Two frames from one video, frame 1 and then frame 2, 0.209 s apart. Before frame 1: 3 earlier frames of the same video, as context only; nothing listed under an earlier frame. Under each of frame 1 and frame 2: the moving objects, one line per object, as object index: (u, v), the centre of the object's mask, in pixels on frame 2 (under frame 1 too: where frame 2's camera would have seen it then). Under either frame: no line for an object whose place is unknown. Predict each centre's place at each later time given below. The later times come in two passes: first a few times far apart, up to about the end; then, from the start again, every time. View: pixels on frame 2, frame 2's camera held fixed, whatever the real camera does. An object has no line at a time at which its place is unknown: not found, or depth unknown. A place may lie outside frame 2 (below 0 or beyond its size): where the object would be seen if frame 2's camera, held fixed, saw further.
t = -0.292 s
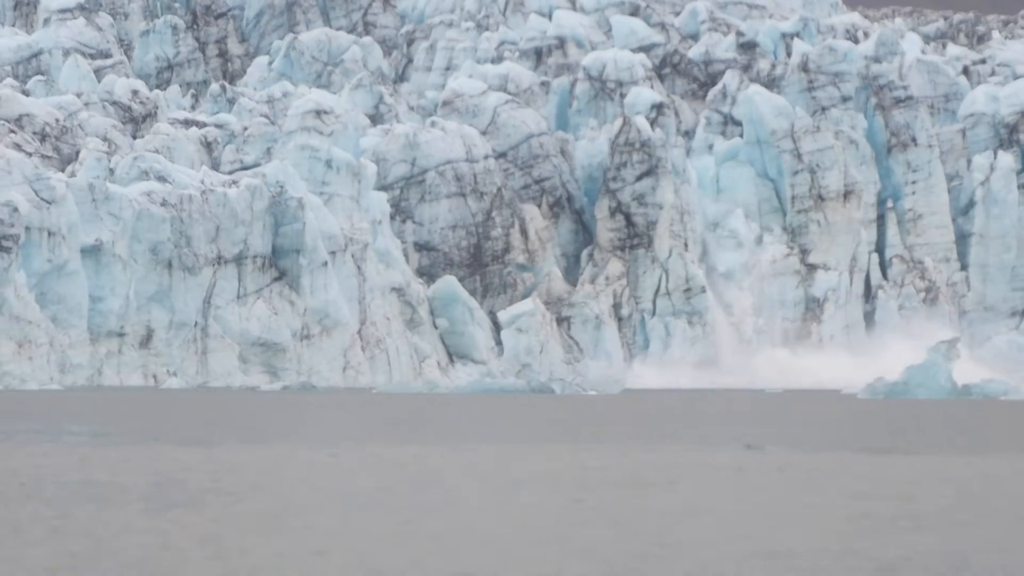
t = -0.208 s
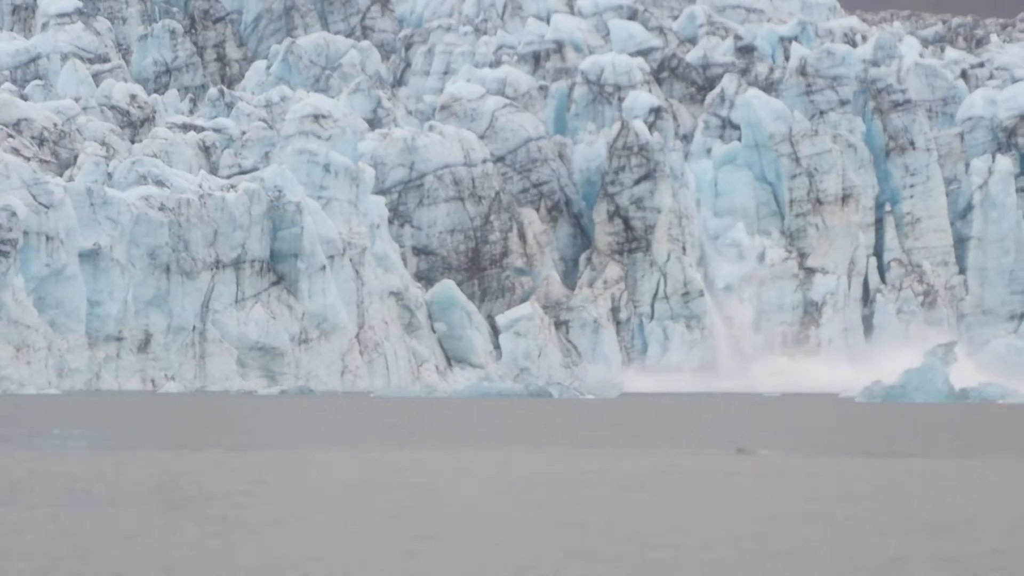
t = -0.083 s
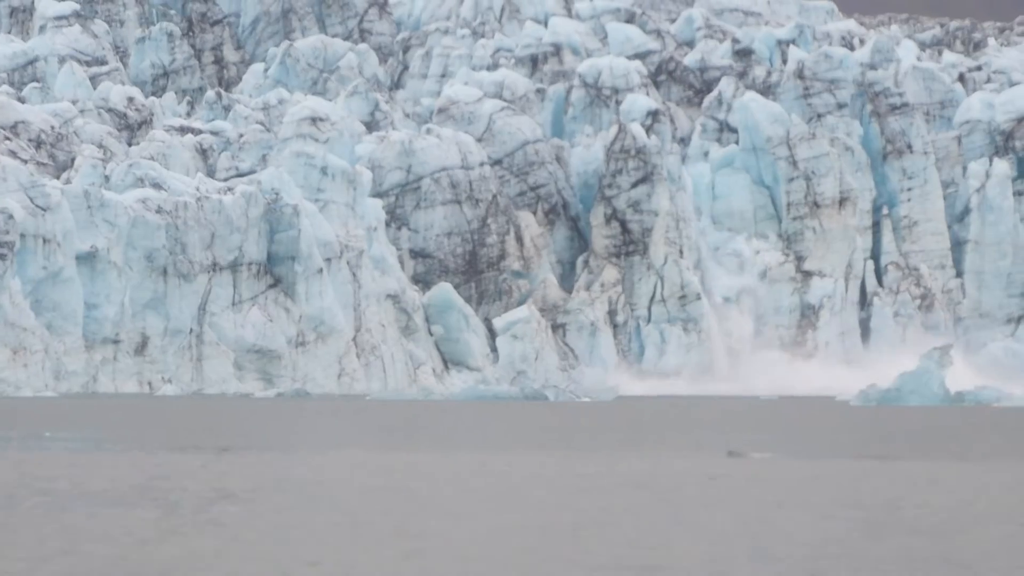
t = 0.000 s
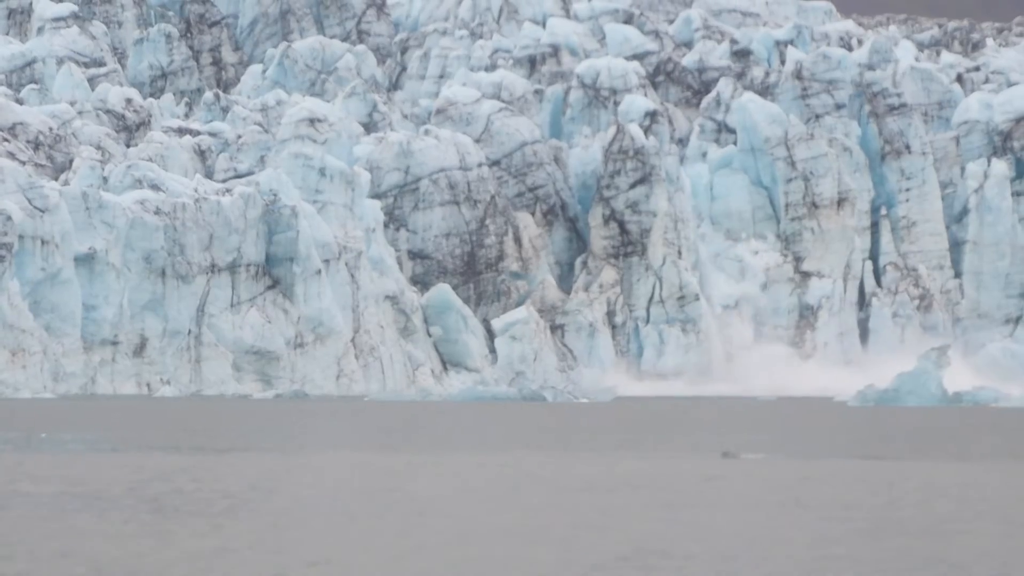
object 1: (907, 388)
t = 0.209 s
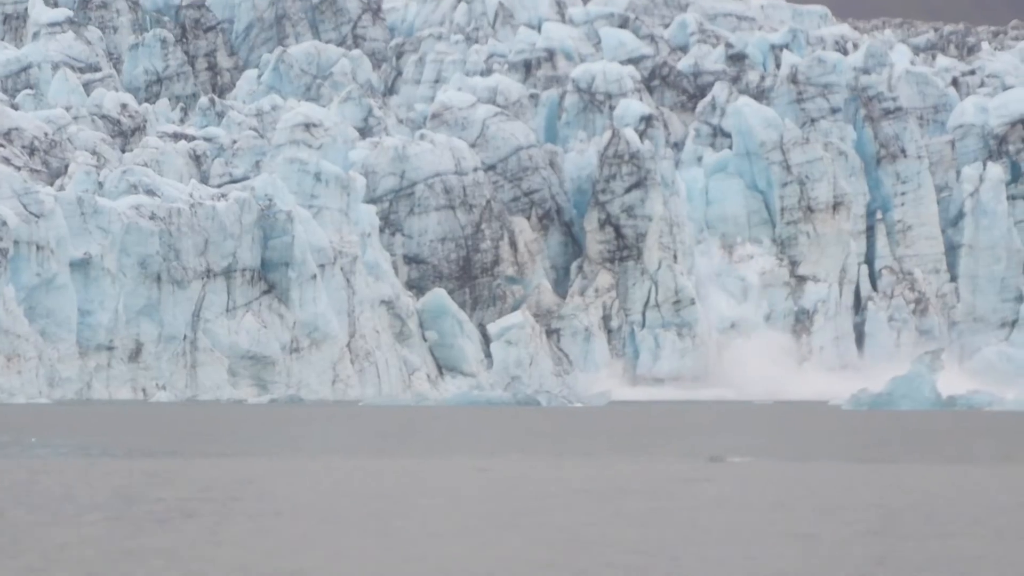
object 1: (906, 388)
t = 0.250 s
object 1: (905, 388)
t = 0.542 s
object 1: (902, 388)
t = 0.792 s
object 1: (899, 388)
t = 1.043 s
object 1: (898, 388)
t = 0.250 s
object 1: (905, 388)
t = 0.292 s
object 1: (905, 387)
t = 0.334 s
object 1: (905, 388)
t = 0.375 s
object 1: (904, 388)
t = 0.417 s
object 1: (904, 388)
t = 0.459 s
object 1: (903, 388)
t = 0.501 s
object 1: (903, 388)
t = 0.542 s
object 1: (902, 388)
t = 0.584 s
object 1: (902, 388)
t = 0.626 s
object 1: (901, 388)
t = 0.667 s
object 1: (901, 387)
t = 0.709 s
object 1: (901, 388)
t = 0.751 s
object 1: (900, 388)
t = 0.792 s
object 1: (899, 388)
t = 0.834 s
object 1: (899, 388)
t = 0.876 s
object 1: (898, 388)
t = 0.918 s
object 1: (898, 388)
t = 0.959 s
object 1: (898, 388)
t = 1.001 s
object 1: (897, 388)
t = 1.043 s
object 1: (898, 388)
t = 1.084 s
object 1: (897, 388)
